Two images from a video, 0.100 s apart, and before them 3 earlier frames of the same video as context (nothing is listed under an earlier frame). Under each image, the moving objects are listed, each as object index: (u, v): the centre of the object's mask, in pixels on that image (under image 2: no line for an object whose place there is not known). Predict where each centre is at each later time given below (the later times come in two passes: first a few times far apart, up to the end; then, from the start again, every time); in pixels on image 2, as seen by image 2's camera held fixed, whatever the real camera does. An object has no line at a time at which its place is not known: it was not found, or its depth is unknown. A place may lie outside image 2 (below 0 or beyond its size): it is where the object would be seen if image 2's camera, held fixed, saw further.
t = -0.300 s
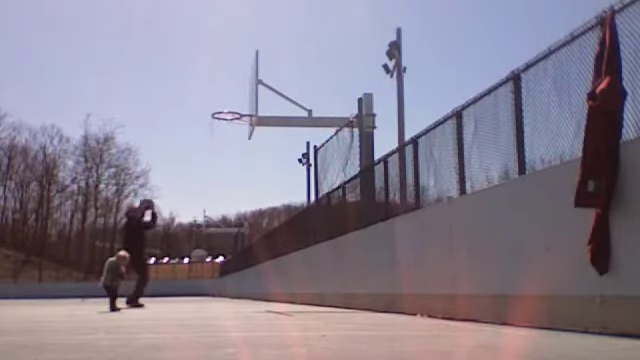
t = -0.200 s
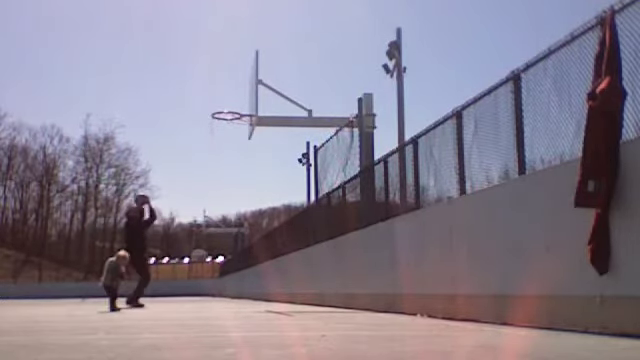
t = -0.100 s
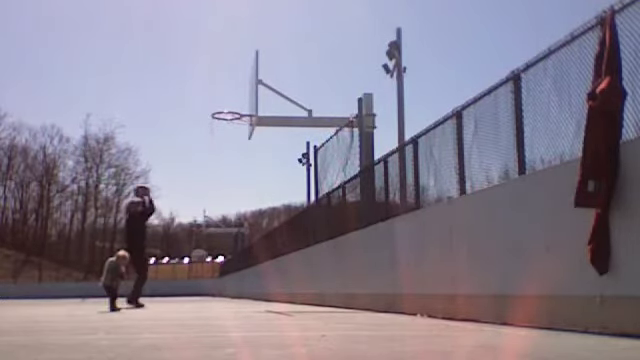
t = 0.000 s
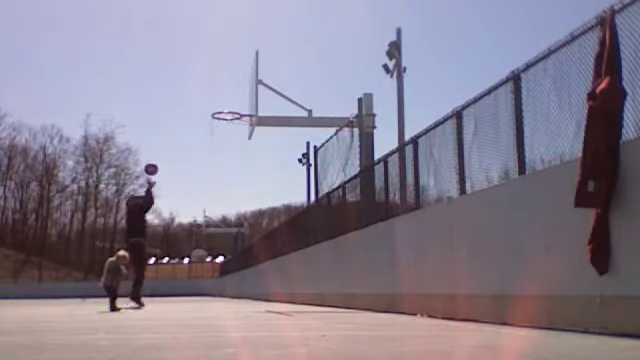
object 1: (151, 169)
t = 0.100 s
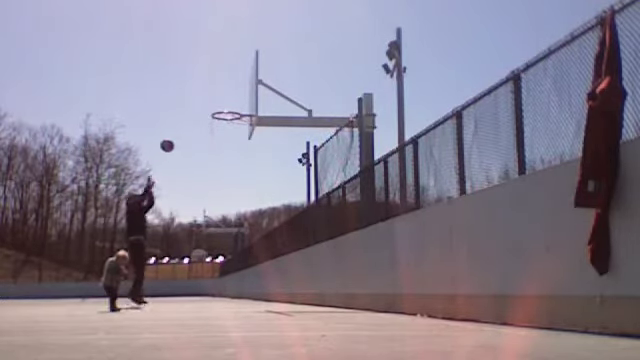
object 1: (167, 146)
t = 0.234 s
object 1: (188, 122)
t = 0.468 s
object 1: (228, 104)
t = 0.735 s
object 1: (222, 118)
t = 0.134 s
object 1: (172, 139)
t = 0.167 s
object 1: (177, 132)
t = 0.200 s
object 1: (183, 127)
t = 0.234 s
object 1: (188, 122)
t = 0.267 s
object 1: (194, 118)
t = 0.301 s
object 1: (199, 114)
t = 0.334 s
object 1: (205, 111)
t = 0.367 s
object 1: (210, 108)
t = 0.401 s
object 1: (216, 106)
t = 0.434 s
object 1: (222, 104)
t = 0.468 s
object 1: (228, 104)
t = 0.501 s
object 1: (233, 103)
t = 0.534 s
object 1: (239, 104)
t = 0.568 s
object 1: (243, 105)
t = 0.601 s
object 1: (238, 107)
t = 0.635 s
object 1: (233, 108)
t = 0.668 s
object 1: (227, 112)
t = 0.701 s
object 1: (222, 115)
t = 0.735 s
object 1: (222, 118)
